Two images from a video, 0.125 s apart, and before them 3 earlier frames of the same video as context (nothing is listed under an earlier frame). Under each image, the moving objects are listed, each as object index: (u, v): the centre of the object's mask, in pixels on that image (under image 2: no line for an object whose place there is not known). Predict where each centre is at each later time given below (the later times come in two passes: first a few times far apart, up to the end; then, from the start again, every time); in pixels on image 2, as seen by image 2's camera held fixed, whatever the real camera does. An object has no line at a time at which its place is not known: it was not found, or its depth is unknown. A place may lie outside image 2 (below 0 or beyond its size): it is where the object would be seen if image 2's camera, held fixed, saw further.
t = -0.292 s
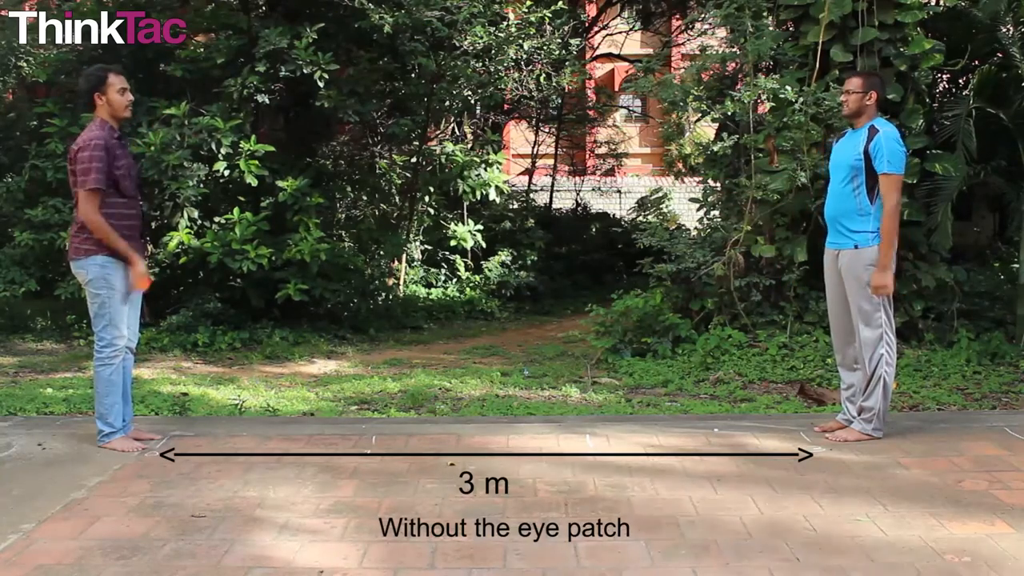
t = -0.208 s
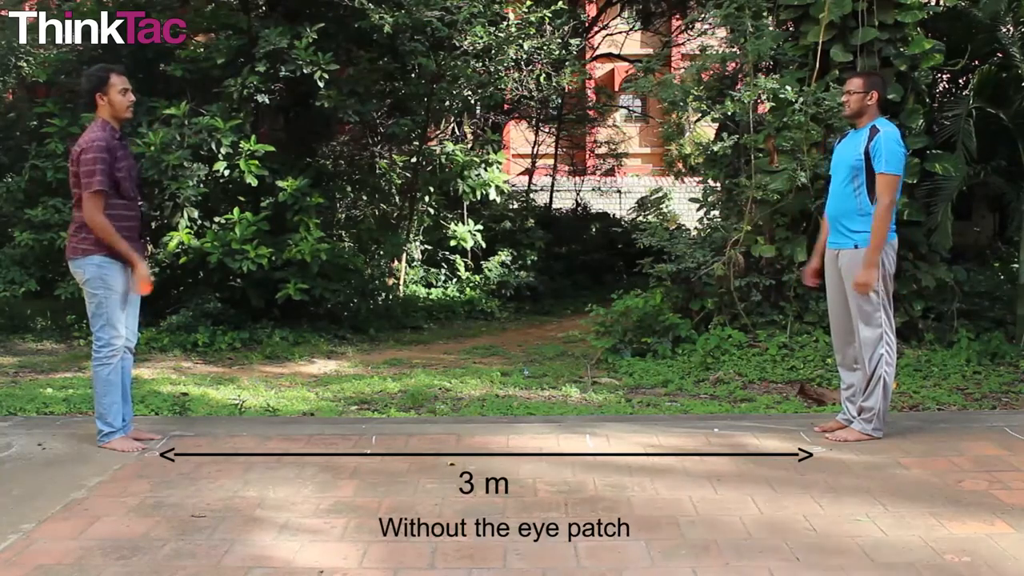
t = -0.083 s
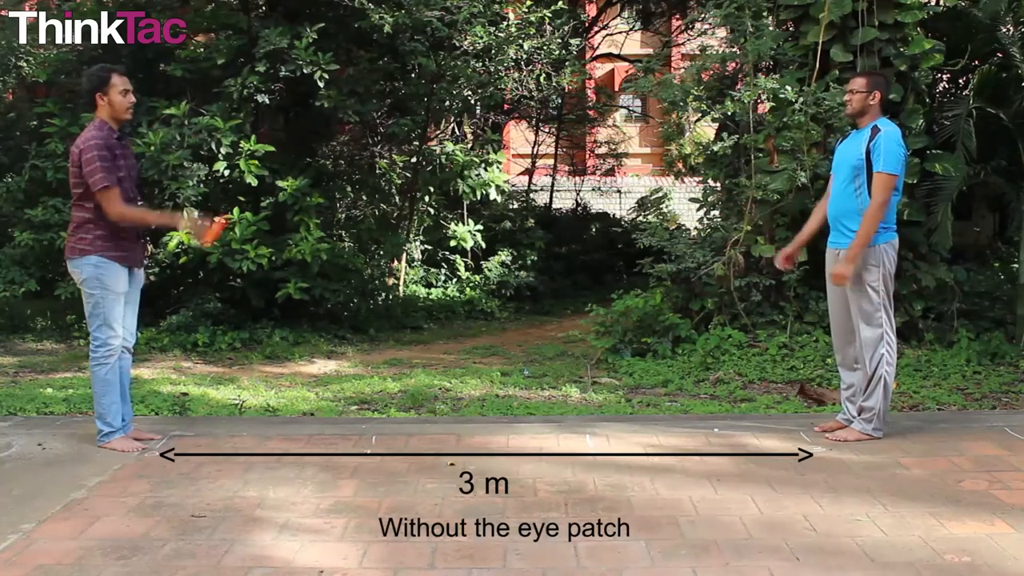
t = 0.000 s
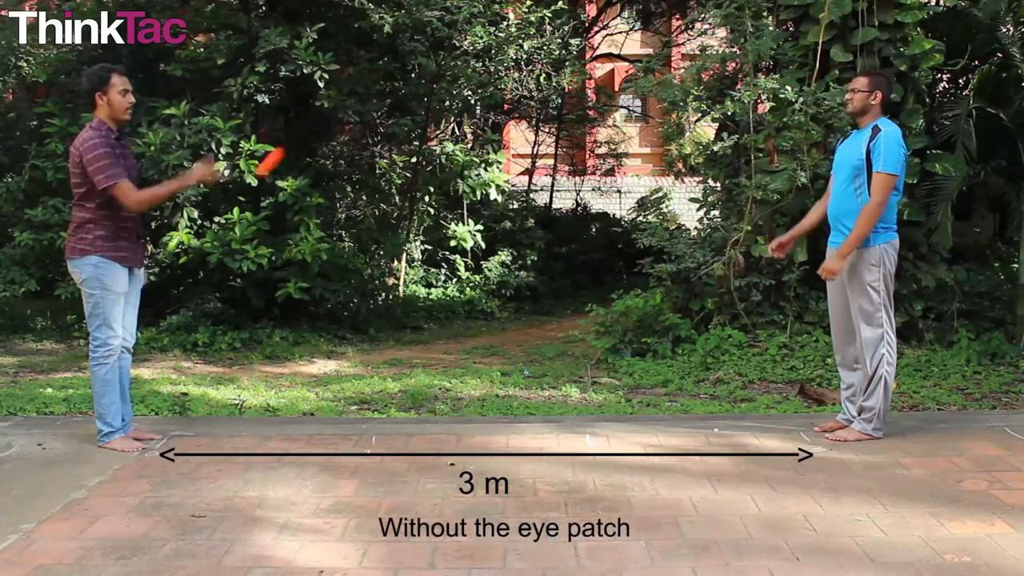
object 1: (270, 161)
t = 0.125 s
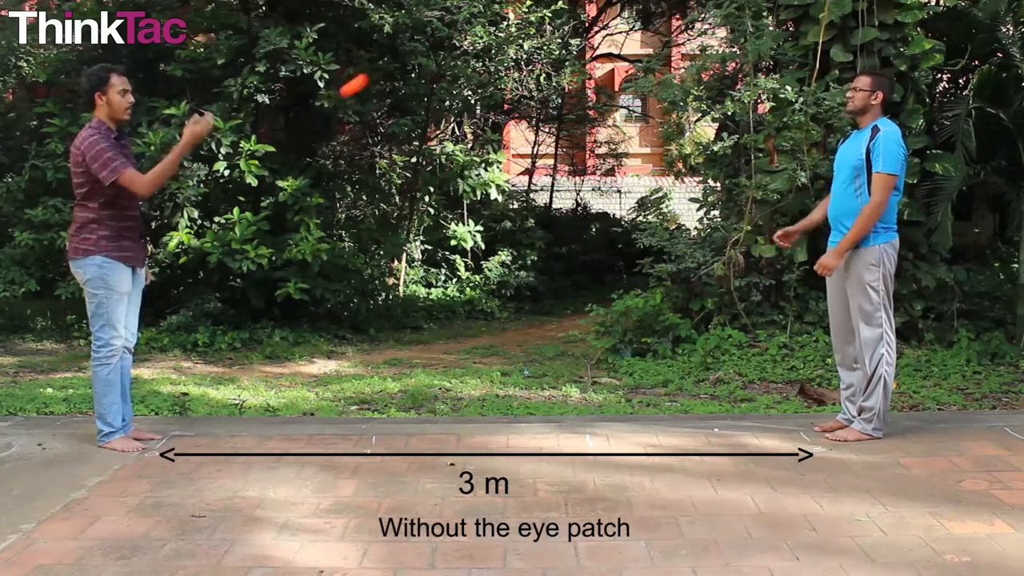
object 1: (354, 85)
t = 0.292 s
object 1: (465, 37)
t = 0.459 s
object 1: (576, 50)
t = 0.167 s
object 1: (382, 67)
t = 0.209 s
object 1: (410, 53)
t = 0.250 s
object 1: (439, 43)
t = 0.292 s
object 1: (465, 37)
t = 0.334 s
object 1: (495, 34)
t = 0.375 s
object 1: (520, 35)
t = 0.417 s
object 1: (549, 41)
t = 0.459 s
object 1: (576, 50)
